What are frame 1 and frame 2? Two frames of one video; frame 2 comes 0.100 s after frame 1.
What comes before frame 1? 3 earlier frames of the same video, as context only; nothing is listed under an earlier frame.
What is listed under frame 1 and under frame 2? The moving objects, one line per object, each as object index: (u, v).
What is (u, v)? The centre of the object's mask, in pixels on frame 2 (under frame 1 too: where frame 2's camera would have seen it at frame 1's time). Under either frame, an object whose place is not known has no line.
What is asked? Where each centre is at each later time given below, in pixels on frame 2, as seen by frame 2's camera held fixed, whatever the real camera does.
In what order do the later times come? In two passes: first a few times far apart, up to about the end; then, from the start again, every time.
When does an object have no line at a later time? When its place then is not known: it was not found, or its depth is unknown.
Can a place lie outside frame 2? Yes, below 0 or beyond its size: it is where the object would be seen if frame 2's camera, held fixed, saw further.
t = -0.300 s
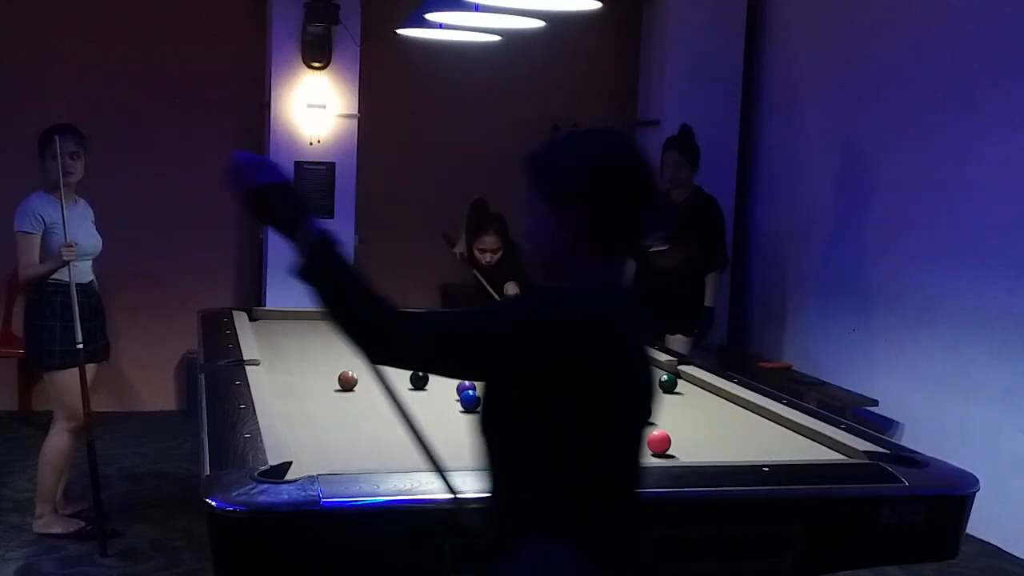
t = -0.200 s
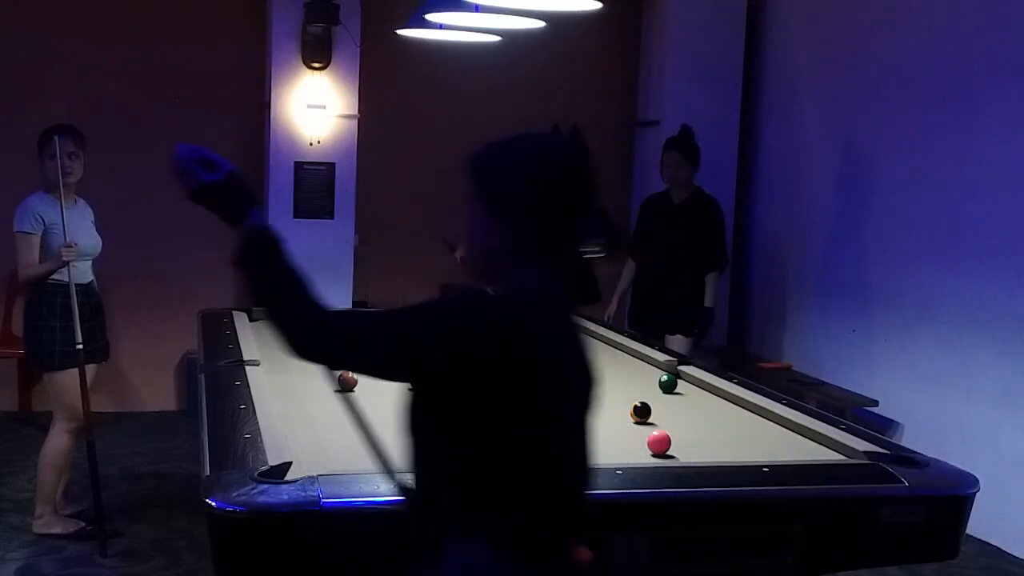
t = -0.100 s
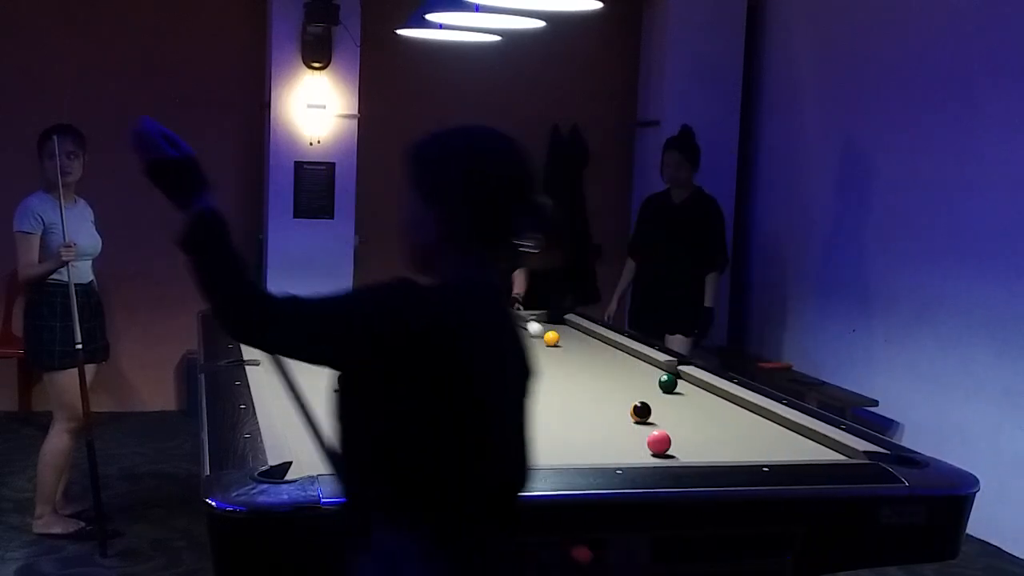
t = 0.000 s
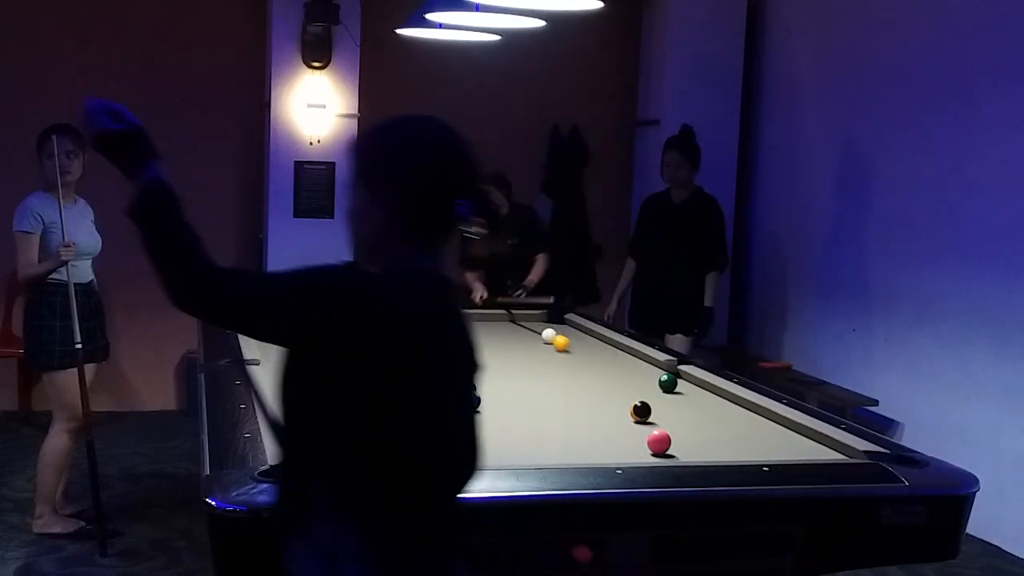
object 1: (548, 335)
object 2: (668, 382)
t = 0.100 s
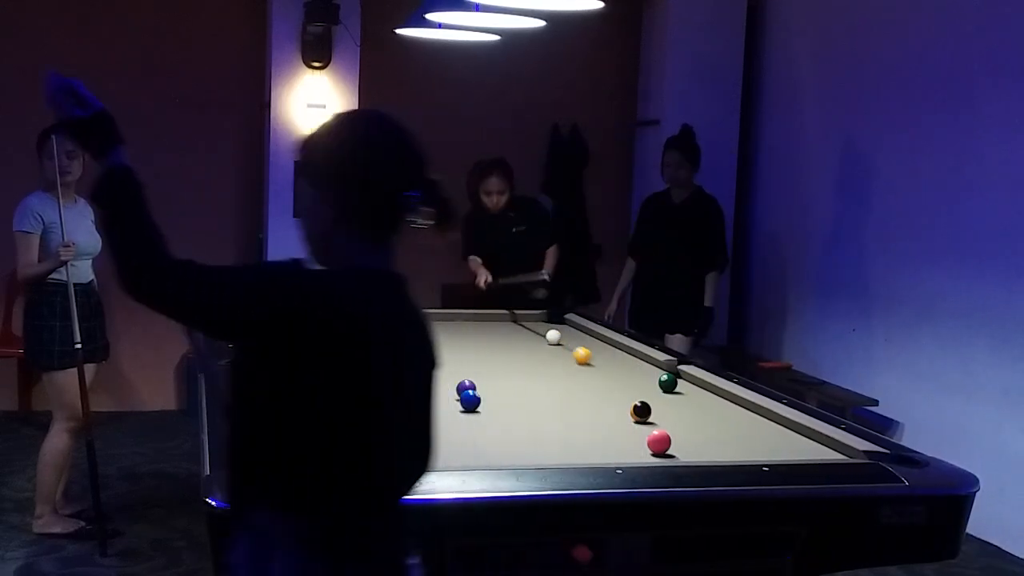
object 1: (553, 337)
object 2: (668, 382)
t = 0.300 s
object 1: (566, 341)
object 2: (668, 382)
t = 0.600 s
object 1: (584, 347)
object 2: (668, 382)
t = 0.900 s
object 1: (603, 354)
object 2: (668, 382)
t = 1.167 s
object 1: (619, 360)
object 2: (668, 382)
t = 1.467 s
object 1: (636, 366)
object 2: (668, 382)
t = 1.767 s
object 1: (653, 372)
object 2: (668, 382)
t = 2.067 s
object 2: (667, 382)
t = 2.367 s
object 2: (664, 383)
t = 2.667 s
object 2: (659, 385)
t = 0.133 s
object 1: (555, 337)
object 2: (668, 382)
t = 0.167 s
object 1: (557, 338)
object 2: (668, 382)
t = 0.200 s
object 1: (559, 339)
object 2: (668, 382)
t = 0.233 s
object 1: (561, 340)
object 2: (668, 382)
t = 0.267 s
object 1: (563, 340)
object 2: (668, 382)
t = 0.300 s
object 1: (566, 341)
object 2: (668, 382)
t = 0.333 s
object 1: (568, 342)
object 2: (668, 382)
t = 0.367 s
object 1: (570, 342)
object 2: (668, 382)
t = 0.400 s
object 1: (572, 343)
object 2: (668, 382)
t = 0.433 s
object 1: (574, 344)
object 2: (668, 382)
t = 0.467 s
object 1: (576, 345)
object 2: (668, 382)
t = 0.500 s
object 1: (578, 345)
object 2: (668, 382)
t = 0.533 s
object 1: (580, 346)
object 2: (668, 382)
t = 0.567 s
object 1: (582, 347)
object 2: (668, 382)
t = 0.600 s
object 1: (584, 347)
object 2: (668, 382)
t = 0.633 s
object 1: (586, 348)
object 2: (668, 382)
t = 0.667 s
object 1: (588, 349)
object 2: (668, 382)
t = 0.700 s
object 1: (590, 350)
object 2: (668, 382)
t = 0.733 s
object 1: (592, 350)
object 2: (668, 382)
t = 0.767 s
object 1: (595, 351)
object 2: (668, 382)
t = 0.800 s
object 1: (597, 352)
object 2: (668, 382)
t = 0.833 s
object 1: (599, 352)
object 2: (668, 382)
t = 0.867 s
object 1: (601, 353)
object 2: (668, 382)
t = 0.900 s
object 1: (603, 354)
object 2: (668, 382)
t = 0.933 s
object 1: (605, 354)
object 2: (668, 382)
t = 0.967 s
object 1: (607, 355)
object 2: (668, 382)
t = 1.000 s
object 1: (609, 356)
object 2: (668, 382)
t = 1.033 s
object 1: (611, 357)
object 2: (668, 382)
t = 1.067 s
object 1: (613, 357)
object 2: (668, 382)
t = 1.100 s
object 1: (615, 358)
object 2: (668, 382)
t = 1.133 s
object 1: (617, 359)
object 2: (668, 382)
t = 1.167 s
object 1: (619, 360)
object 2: (668, 382)
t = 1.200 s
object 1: (621, 360)
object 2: (668, 382)
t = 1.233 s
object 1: (623, 361)
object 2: (668, 382)
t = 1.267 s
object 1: (625, 362)
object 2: (668, 382)
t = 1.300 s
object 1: (627, 362)
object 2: (668, 382)
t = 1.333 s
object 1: (629, 363)
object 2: (668, 382)
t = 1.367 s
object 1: (631, 364)
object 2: (668, 382)
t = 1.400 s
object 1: (632, 364)
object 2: (668, 382)
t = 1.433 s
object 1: (634, 365)
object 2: (668, 382)
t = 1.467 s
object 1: (636, 366)
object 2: (668, 382)
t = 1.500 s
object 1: (638, 367)
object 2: (668, 382)
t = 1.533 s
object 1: (640, 367)
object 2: (668, 382)
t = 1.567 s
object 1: (642, 368)
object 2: (668, 382)
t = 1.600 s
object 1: (644, 369)
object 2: (668, 382)
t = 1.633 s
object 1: (646, 369)
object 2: (668, 382)
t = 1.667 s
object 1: (648, 370)
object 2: (668, 382)
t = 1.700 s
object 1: (650, 370)
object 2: (668, 382)
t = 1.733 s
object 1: (651, 371)
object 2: (668, 382)
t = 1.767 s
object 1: (653, 372)
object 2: (668, 382)
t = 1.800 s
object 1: (655, 372)
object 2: (668, 382)
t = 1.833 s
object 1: (656, 373)
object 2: (668, 382)
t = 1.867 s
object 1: (658, 372)
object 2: (668, 382)
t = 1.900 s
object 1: (659, 373)
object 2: (668, 382)
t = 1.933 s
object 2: (668, 382)
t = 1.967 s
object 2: (668, 382)
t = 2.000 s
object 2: (668, 382)
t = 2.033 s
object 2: (668, 382)
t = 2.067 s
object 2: (667, 382)
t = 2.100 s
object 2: (667, 382)
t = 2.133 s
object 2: (668, 382)
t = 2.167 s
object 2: (668, 383)
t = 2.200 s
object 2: (667, 383)
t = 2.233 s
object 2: (666, 383)
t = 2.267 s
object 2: (666, 383)
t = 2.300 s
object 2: (665, 383)
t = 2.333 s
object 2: (665, 383)
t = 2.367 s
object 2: (664, 383)
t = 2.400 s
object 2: (664, 383)
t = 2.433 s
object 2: (663, 384)
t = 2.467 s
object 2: (663, 384)
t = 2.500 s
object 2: (662, 384)
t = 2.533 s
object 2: (661, 384)
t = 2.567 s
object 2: (661, 384)
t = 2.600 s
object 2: (660, 384)
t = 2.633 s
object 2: (660, 384)
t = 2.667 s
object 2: (659, 385)
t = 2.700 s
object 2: (658, 385)
